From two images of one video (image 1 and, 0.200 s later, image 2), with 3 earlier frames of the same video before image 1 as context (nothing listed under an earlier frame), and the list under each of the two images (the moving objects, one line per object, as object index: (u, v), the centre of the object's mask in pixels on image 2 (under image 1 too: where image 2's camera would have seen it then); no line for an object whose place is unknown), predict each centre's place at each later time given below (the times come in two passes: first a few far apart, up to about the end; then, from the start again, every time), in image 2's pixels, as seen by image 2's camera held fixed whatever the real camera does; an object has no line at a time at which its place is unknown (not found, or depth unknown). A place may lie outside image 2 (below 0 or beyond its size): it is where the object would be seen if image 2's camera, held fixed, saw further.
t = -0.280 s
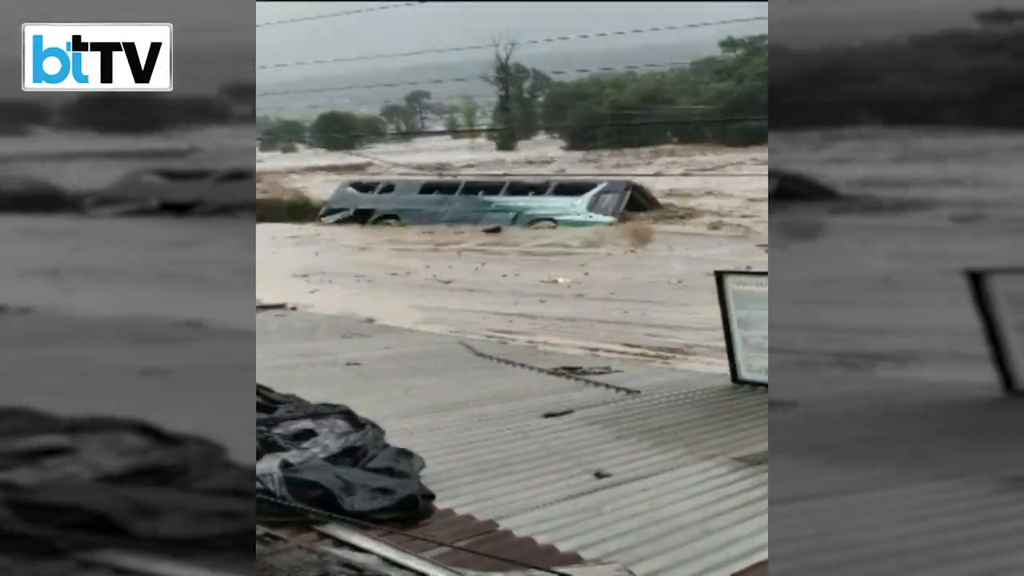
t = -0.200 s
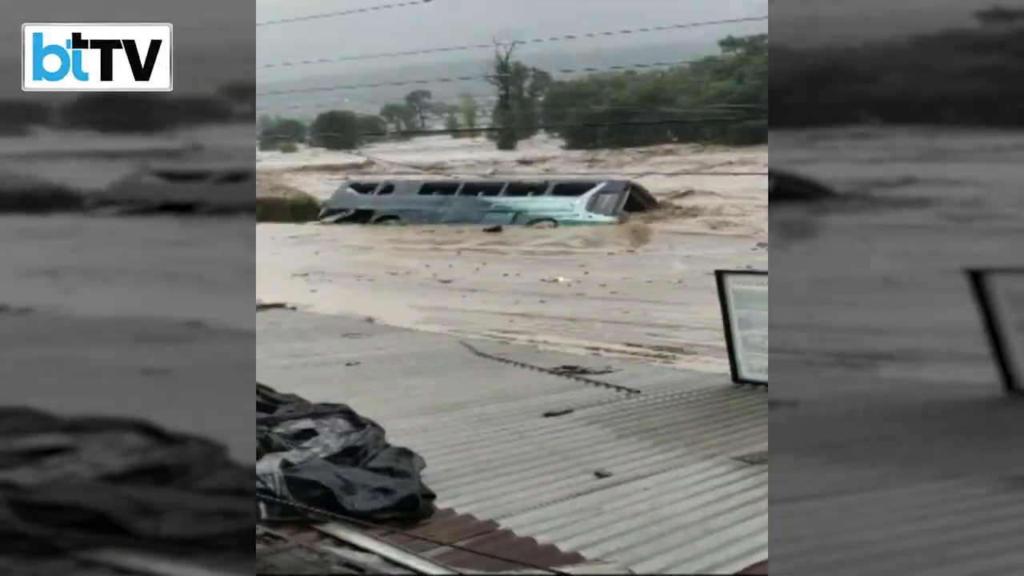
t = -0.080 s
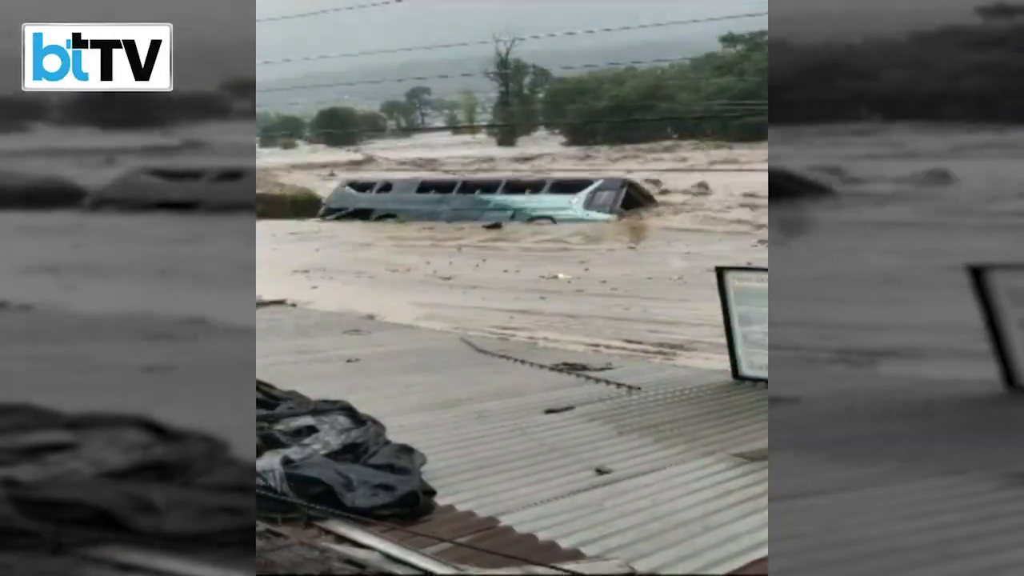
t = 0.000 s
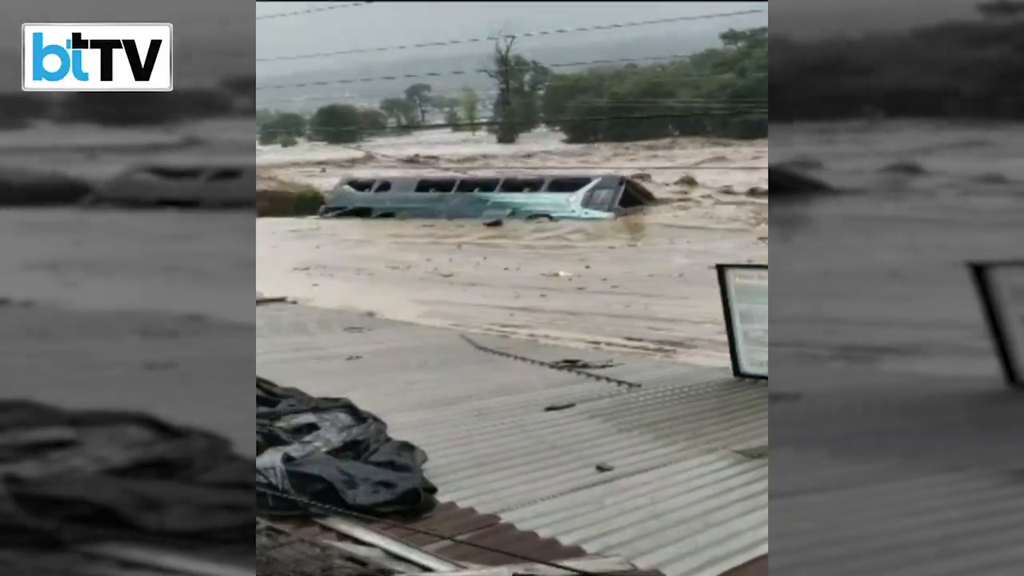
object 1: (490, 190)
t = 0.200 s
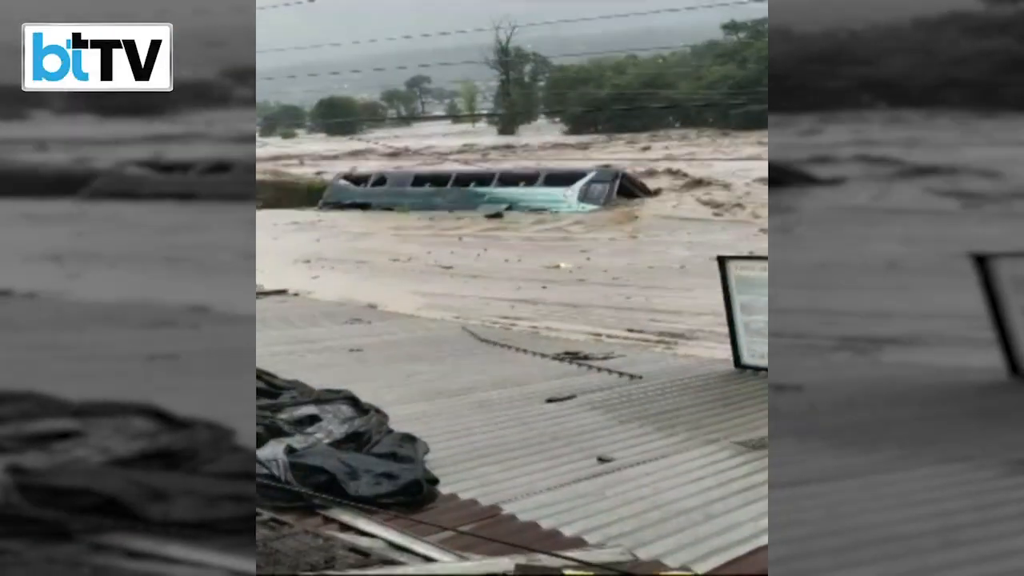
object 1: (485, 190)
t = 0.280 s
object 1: (485, 190)
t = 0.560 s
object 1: (476, 191)
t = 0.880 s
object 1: (469, 194)
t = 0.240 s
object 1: (484, 190)
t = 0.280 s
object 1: (485, 190)
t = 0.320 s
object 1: (482, 190)
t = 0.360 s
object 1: (482, 190)
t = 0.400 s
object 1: (480, 191)
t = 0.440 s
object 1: (482, 190)
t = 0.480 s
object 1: (480, 191)
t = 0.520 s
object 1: (478, 191)
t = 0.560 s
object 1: (476, 191)
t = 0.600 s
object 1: (475, 191)
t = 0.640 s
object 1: (475, 191)
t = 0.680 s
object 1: (473, 192)
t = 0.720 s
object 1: (474, 192)
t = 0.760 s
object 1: (472, 193)
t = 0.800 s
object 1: (471, 193)
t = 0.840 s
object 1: (470, 193)
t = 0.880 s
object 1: (469, 194)
